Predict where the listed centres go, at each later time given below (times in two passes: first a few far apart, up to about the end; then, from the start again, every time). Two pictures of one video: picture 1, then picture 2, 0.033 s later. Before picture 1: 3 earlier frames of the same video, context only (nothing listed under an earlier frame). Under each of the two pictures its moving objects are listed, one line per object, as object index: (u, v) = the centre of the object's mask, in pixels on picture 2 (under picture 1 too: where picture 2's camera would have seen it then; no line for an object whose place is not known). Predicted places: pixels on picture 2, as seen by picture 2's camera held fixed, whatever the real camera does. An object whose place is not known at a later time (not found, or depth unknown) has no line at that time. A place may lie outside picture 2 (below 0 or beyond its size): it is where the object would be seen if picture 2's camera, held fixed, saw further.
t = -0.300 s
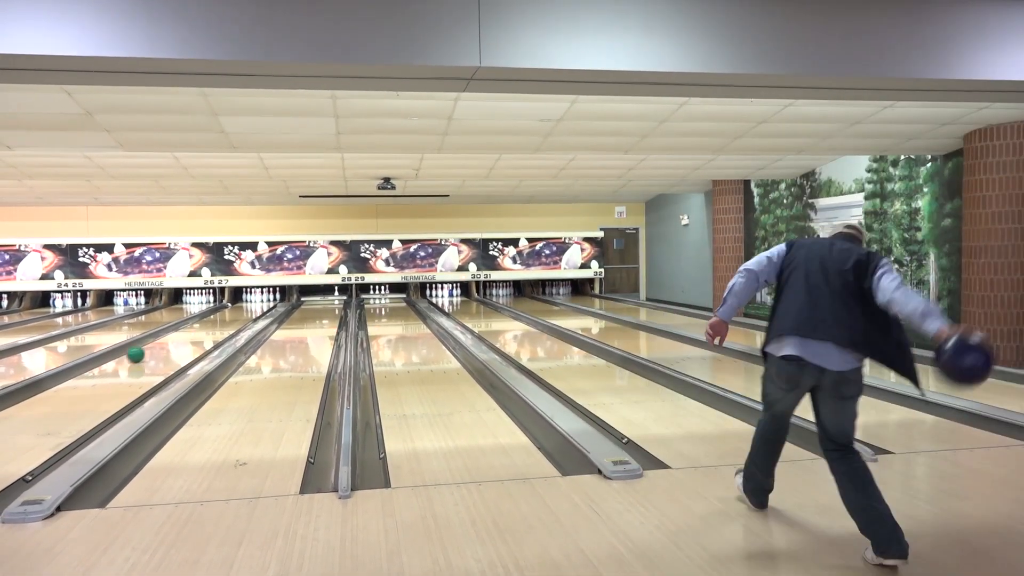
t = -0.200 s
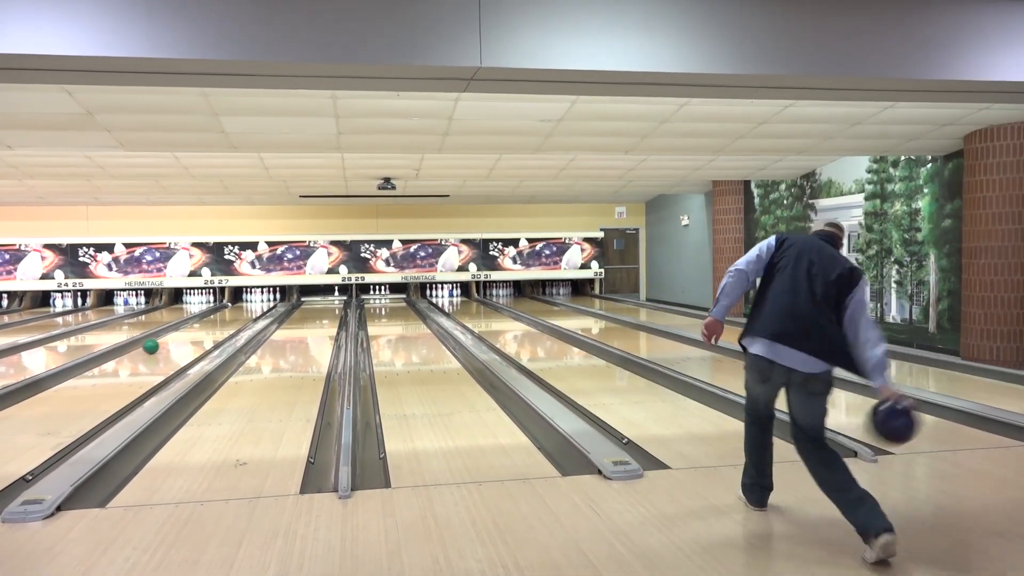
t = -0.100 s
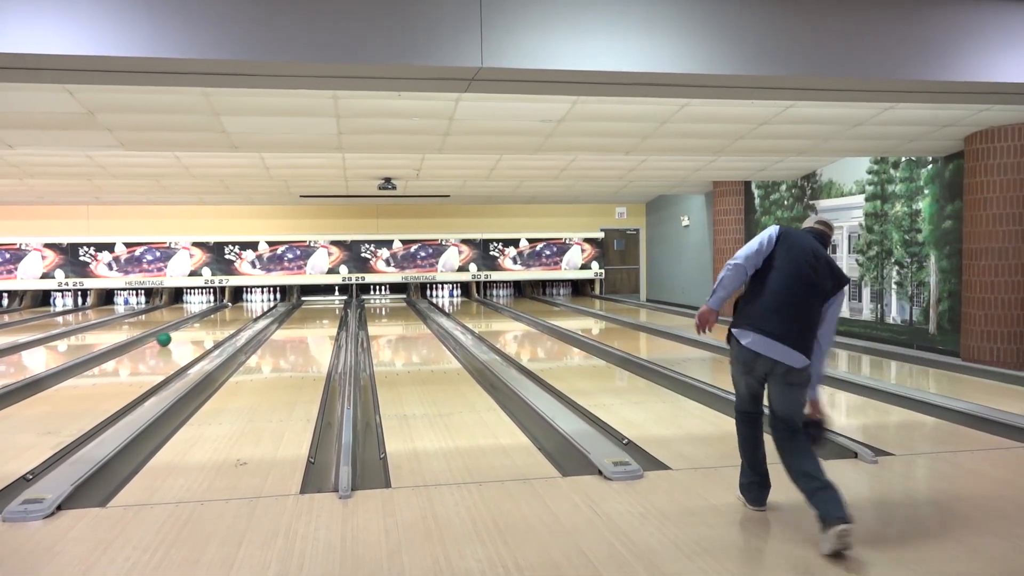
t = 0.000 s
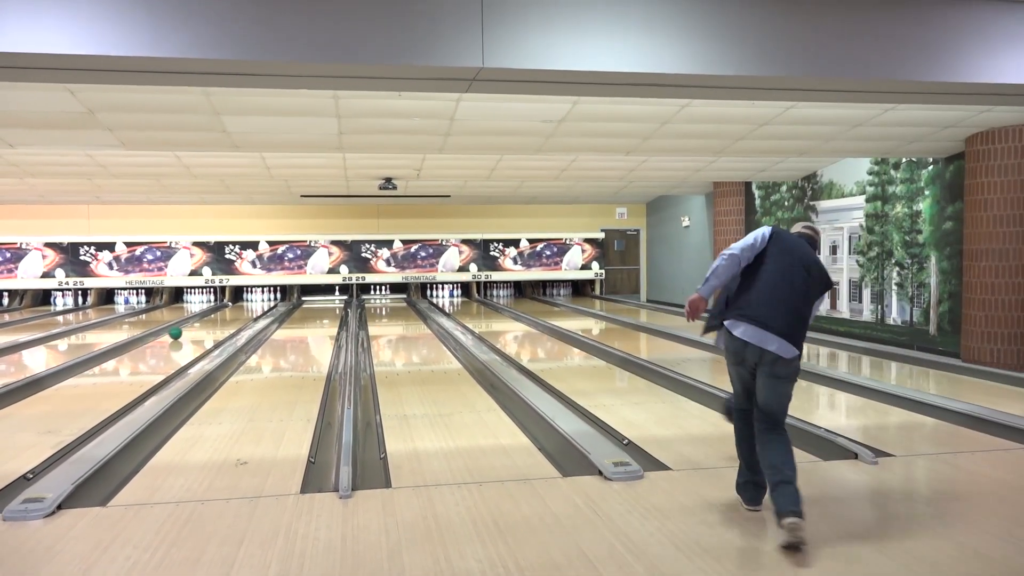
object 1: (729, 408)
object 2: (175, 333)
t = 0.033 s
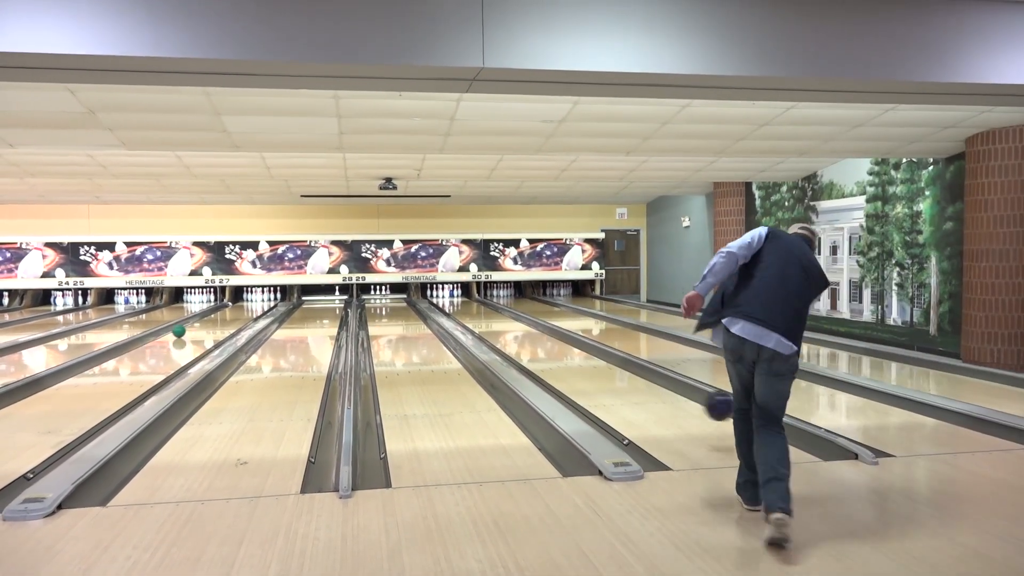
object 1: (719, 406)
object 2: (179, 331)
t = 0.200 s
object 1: (649, 399)
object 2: (194, 323)
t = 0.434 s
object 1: (588, 366)
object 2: (210, 315)
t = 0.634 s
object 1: (555, 348)
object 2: (221, 309)
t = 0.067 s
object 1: (702, 405)
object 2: (182, 330)
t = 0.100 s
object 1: (687, 404)
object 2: (185, 328)
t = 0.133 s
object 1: (673, 405)
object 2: (188, 326)
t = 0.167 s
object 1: (660, 406)
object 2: (191, 325)
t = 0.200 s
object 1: (649, 399)
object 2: (194, 323)
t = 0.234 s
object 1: (638, 393)
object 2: (196, 322)
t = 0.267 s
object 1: (628, 388)
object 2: (198, 321)
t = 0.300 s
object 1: (619, 383)
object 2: (201, 320)
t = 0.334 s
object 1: (611, 378)
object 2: (203, 319)
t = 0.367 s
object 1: (602, 374)
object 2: (206, 317)
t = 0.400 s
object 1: (595, 370)
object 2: (208, 316)
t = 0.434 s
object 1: (588, 366)
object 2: (210, 315)
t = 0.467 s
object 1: (582, 362)
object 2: (212, 314)
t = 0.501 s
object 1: (576, 359)
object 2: (214, 313)
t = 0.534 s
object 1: (570, 356)
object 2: (215, 312)
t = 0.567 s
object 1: (565, 353)
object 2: (217, 311)
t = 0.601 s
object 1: (560, 351)
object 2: (219, 310)
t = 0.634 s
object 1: (555, 348)
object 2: (221, 309)
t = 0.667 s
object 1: (550, 345)
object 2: (222, 308)
